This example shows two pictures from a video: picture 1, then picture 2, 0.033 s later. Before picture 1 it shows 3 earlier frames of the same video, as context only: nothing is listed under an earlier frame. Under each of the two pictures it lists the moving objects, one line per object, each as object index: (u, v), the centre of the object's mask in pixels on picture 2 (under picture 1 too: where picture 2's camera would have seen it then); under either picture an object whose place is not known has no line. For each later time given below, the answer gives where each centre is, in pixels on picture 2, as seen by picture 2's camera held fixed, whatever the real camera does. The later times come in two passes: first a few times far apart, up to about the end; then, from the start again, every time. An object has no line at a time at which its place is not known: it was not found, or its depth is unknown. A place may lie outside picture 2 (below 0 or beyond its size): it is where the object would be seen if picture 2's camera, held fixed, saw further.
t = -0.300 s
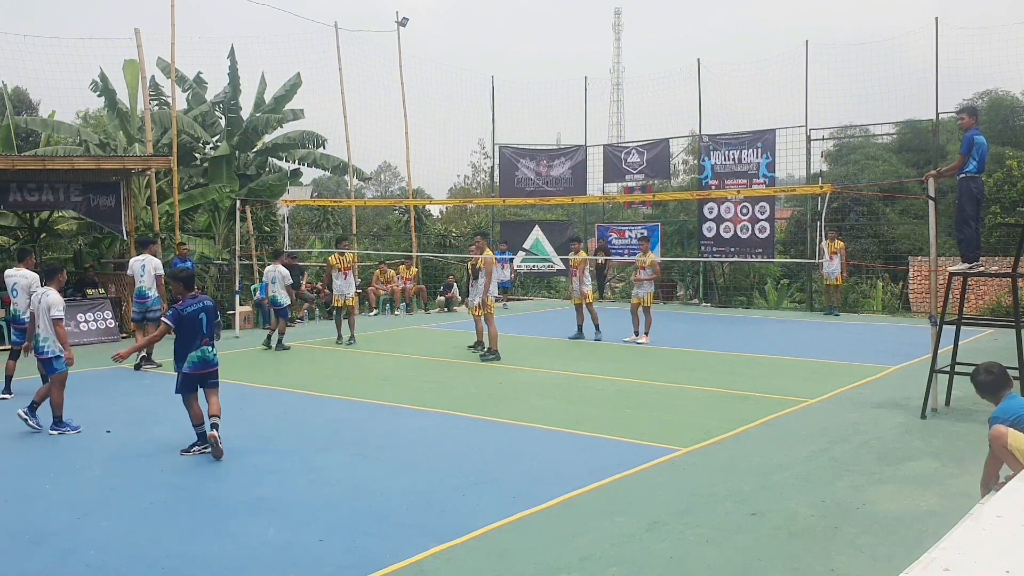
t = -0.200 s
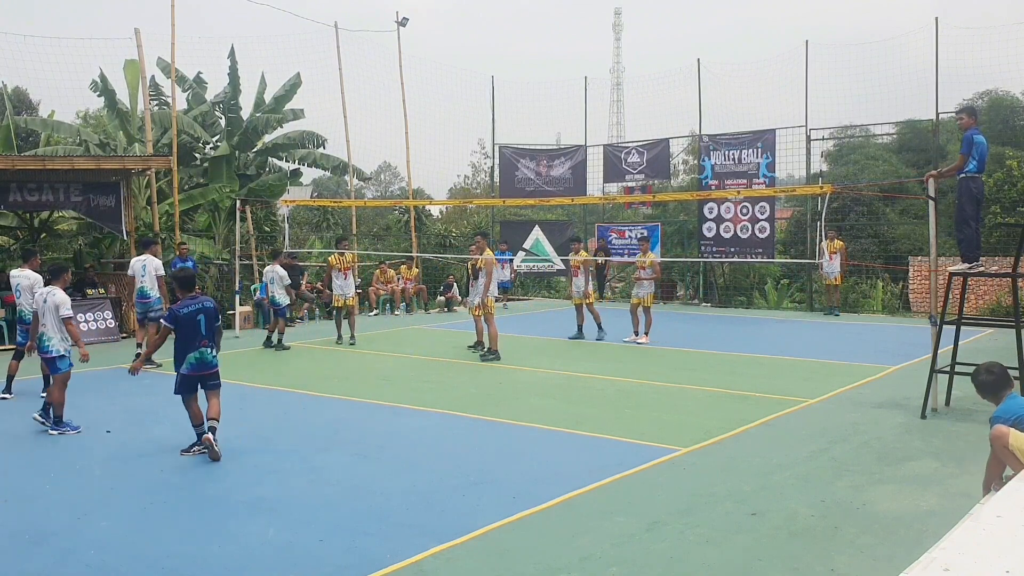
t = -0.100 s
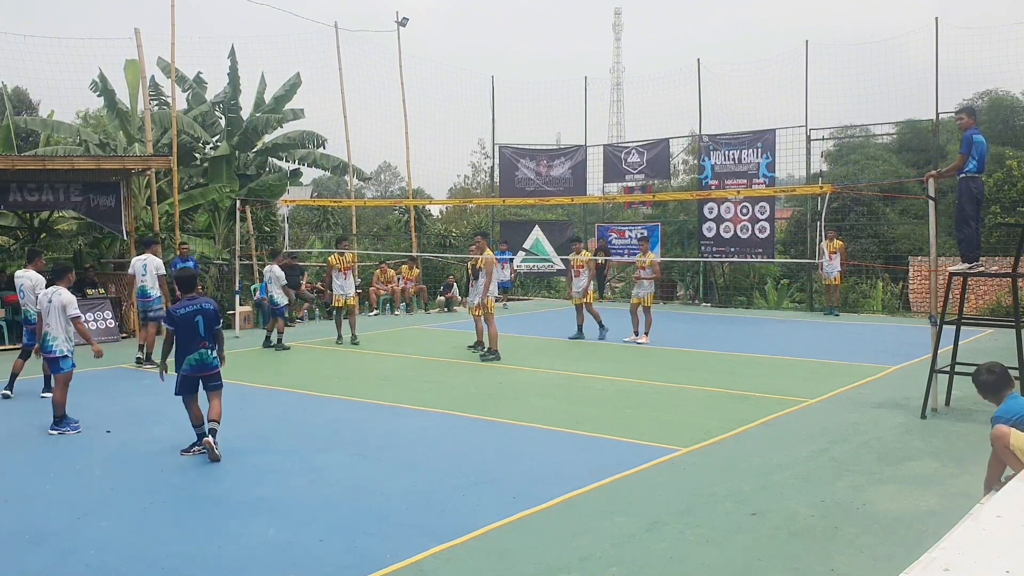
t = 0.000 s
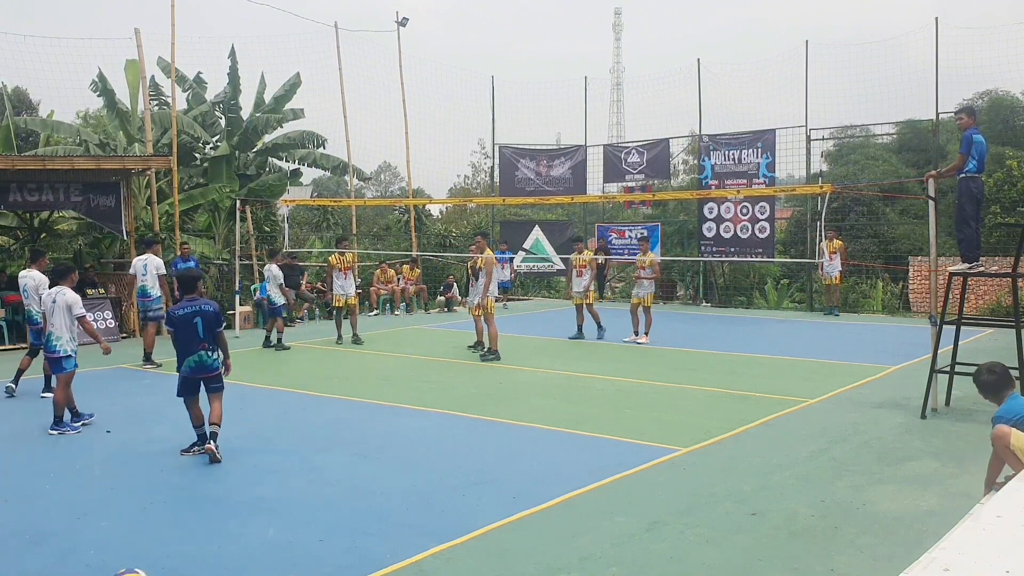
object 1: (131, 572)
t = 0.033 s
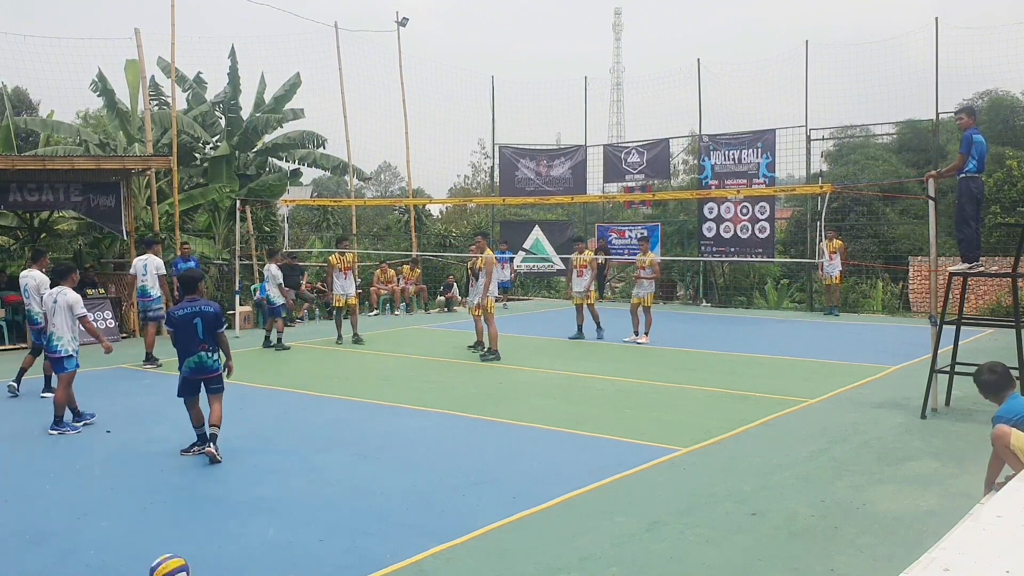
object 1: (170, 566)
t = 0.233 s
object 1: (347, 508)
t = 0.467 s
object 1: (476, 464)
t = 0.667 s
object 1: (553, 437)
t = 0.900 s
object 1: (621, 412)
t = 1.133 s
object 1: (675, 390)
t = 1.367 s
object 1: (717, 373)
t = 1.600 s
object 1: (752, 361)
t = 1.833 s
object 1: (781, 350)
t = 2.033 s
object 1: (801, 343)
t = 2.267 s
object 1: (821, 337)
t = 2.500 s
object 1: (839, 329)
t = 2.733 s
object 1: (855, 323)
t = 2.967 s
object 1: (869, 319)
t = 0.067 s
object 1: (206, 561)
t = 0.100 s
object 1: (241, 554)
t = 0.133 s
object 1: (272, 549)
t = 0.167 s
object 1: (299, 537)
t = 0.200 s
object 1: (325, 521)
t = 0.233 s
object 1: (347, 508)
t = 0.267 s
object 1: (369, 497)
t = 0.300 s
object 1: (389, 489)
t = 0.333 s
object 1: (408, 482)
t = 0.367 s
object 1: (427, 477)
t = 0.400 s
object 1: (444, 476)
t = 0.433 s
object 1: (460, 475)
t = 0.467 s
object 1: (476, 464)
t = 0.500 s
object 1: (490, 456)
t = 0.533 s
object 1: (504, 448)
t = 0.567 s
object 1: (517, 443)
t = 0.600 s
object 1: (529, 439)
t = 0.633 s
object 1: (541, 438)
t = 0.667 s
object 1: (553, 437)
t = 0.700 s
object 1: (564, 430)
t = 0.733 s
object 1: (574, 424)
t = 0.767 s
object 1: (585, 418)
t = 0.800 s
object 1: (594, 414)
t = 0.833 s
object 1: (604, 413)
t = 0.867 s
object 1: (613, 411)
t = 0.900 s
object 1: (621, 412)
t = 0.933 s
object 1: (630, 407)
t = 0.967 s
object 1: (638, 402)
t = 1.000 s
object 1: (646, 398)
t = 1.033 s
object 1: (654, 396)
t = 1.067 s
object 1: (661, 395)
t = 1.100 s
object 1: (668, 394)
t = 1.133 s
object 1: (675, 390)
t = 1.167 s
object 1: (682, 387)
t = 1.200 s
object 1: (688, 384)
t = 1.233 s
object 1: (694, 384)
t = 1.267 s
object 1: (701, 382)
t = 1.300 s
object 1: (707, 378)
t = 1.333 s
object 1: (712, 375)
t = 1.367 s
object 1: (717, 373)
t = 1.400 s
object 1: (723, 372)
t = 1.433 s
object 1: (728, 372)
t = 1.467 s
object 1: (733, 368)
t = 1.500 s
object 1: (738, 365)
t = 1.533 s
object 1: (743, 362)
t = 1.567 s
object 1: (747, 361)
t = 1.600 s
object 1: (752, 361)
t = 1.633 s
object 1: (756, 362)
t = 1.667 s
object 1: (760, 360)
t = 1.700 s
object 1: (764, 358)
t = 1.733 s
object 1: (769, 355)
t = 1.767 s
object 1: (773, 355)
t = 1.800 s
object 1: (777, 353)
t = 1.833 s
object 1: (781, 350)
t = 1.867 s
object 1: (785, 349)
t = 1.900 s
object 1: (788, 348)
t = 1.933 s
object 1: (791, 347)
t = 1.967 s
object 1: (795, 346)
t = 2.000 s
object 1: (798, 344)
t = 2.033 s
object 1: (801, 343)
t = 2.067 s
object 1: (804, 342)
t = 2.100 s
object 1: (807, 342)
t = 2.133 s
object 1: (810, 341)
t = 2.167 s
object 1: (813, 339)
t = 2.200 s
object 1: (816, 337)
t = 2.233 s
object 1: (818, 337)
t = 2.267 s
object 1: (821, 337)
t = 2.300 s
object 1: (825, 336)
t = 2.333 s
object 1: (827, 334)
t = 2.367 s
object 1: (829, 332)
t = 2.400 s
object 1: (832, 331)
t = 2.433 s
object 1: (834, 331)
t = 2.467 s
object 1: (837, 332)
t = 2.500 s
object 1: (839, 329)
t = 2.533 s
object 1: (841, 327)
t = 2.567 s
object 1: (843, 326)
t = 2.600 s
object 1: (846, 326)
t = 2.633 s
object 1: (848, 326)
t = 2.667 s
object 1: (850, 327)
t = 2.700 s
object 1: (853, 325)
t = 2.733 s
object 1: (855, 323)
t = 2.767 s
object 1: (856, 322)
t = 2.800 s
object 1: (859, 322)
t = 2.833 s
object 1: (861, 322)
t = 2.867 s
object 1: (863, 320)
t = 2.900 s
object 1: (864, 319)
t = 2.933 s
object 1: (867, 319)
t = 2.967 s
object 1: (869, 319)
